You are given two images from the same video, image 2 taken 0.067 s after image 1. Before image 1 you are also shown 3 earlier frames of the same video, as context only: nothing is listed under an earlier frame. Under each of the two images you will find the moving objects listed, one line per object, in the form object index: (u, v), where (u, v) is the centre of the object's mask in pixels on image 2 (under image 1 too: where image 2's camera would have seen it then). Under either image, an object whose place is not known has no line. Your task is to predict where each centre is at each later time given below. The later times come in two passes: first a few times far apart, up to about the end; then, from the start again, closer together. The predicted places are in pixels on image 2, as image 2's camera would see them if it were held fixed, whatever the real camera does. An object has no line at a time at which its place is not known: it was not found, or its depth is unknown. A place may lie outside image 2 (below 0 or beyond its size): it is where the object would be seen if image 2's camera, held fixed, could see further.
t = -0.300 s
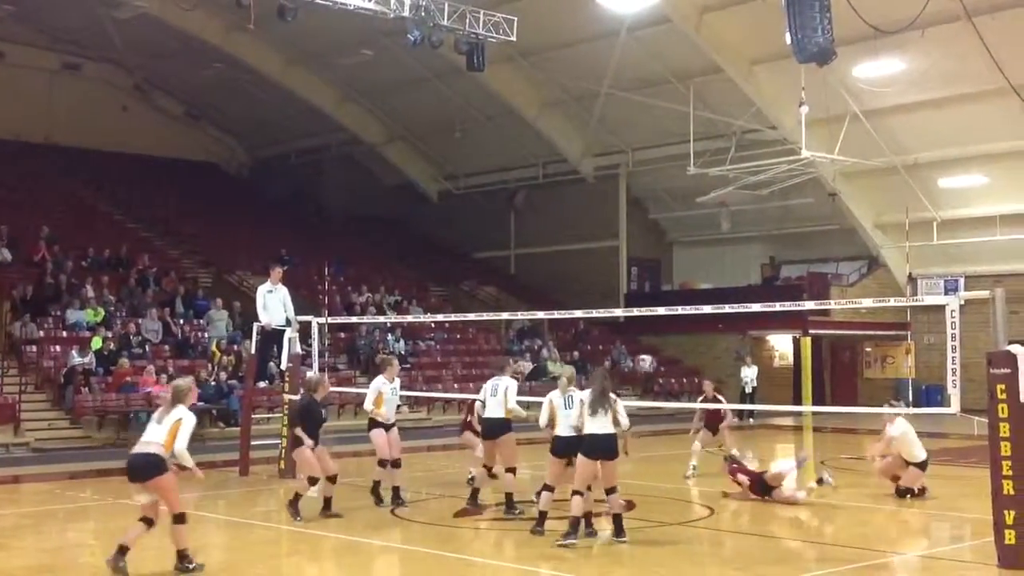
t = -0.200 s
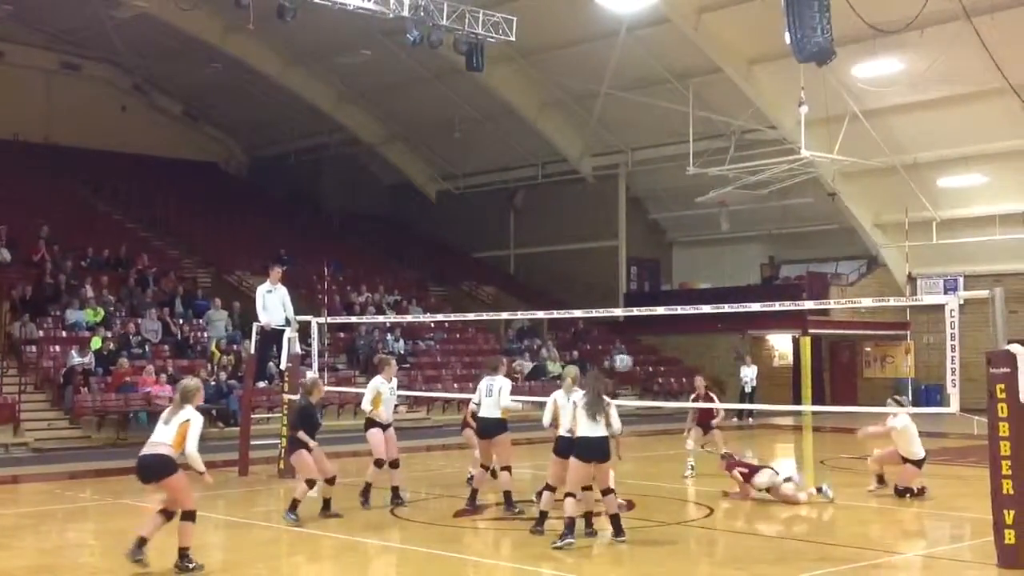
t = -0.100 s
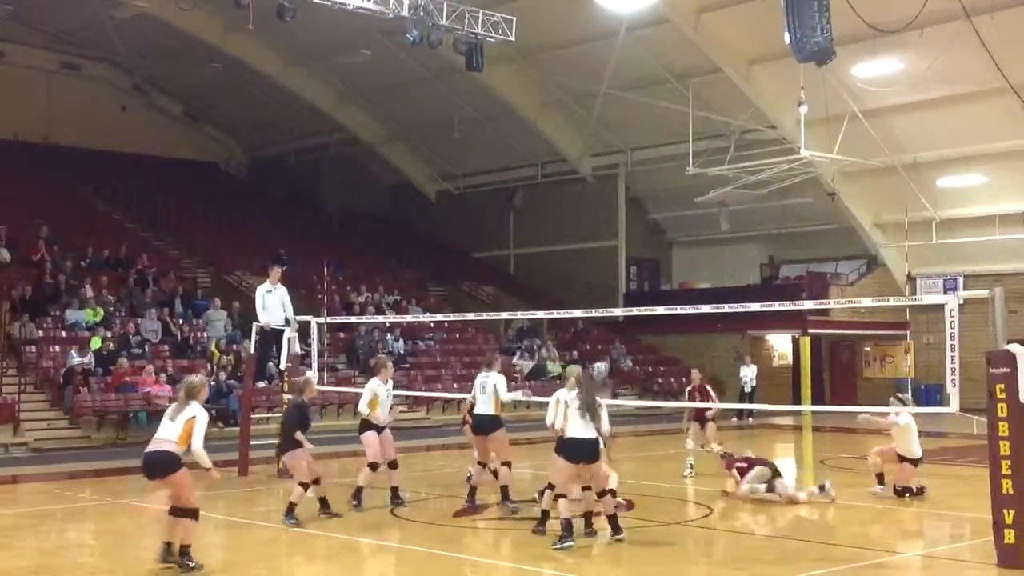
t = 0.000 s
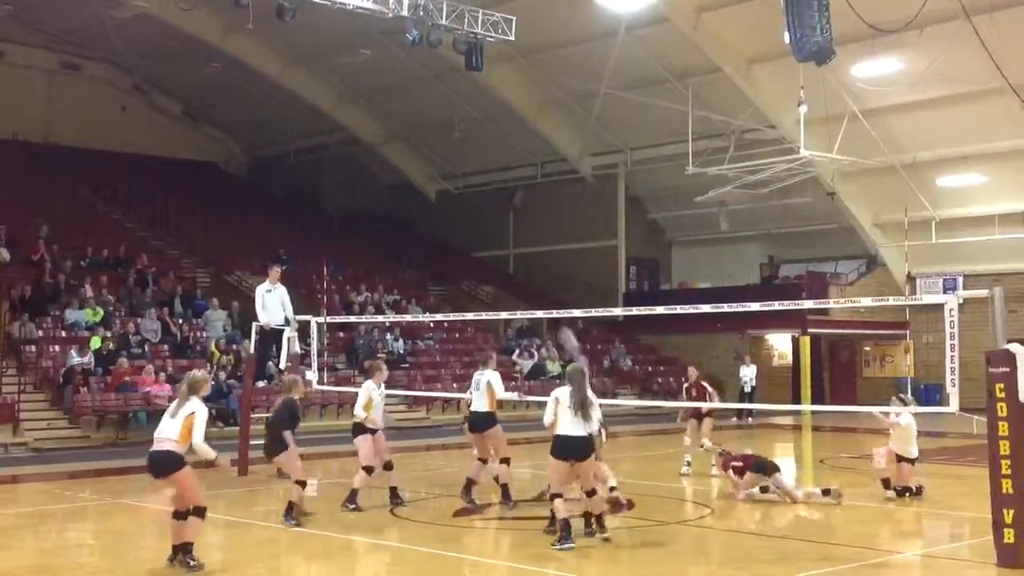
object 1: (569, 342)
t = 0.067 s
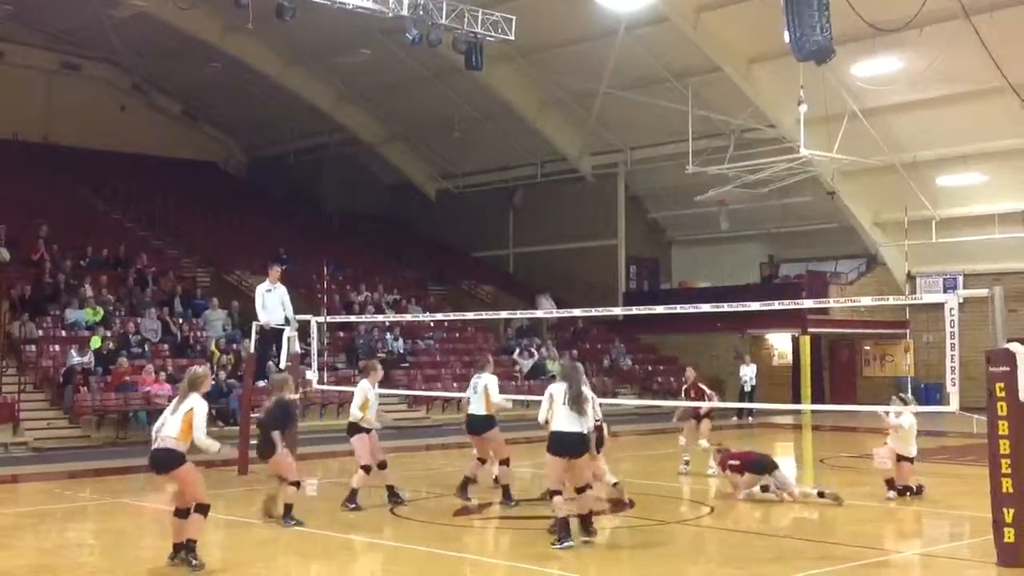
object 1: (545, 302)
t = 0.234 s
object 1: (488, 237)
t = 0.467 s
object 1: (403, 173)
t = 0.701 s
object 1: (307, 151)
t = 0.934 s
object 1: (203, 183)
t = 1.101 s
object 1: (126, 243)
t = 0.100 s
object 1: (536, 292)
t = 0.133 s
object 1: (524, 278)
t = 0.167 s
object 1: (513, 263)
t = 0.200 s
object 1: (500, 250)
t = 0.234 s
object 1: (488, 237)
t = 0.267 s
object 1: (477, 226)
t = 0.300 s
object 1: (465, 215)
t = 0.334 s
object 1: (453, 204)
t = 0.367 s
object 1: (440, 195)
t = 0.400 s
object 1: (428, 186)
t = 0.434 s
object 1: (415, 179)
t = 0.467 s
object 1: (403, 173)
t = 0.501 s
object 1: (390, 167)
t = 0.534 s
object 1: (376, 161)
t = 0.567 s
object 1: (363, 157)
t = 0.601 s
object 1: (348, 154)
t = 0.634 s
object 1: (335, 152)
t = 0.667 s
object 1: (321, 151)
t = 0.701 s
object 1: (307, 151)
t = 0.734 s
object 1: (294, 152)
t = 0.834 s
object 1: (250, 162)
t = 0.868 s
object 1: (233, 167)
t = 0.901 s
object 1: (217, 175)
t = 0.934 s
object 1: (203, 183)
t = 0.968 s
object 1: (188, 193)
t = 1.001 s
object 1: (172, 203)
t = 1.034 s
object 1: (158, 215)
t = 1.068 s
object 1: (142, 229)
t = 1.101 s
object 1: (126, 243)
